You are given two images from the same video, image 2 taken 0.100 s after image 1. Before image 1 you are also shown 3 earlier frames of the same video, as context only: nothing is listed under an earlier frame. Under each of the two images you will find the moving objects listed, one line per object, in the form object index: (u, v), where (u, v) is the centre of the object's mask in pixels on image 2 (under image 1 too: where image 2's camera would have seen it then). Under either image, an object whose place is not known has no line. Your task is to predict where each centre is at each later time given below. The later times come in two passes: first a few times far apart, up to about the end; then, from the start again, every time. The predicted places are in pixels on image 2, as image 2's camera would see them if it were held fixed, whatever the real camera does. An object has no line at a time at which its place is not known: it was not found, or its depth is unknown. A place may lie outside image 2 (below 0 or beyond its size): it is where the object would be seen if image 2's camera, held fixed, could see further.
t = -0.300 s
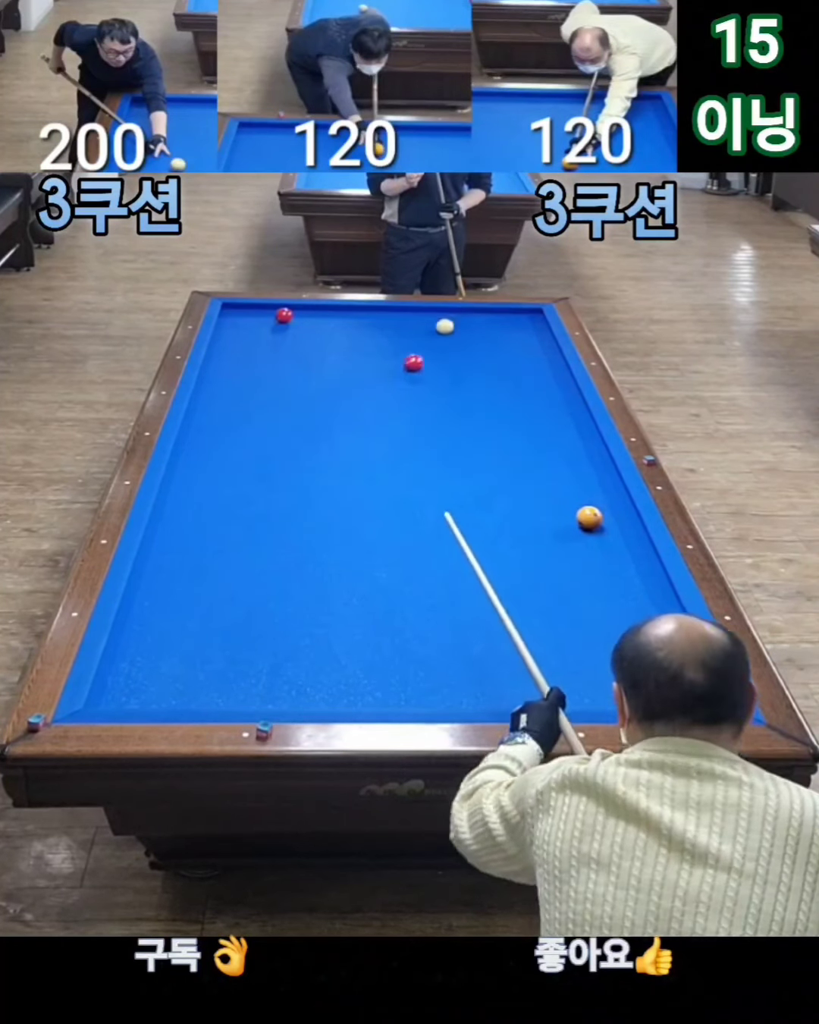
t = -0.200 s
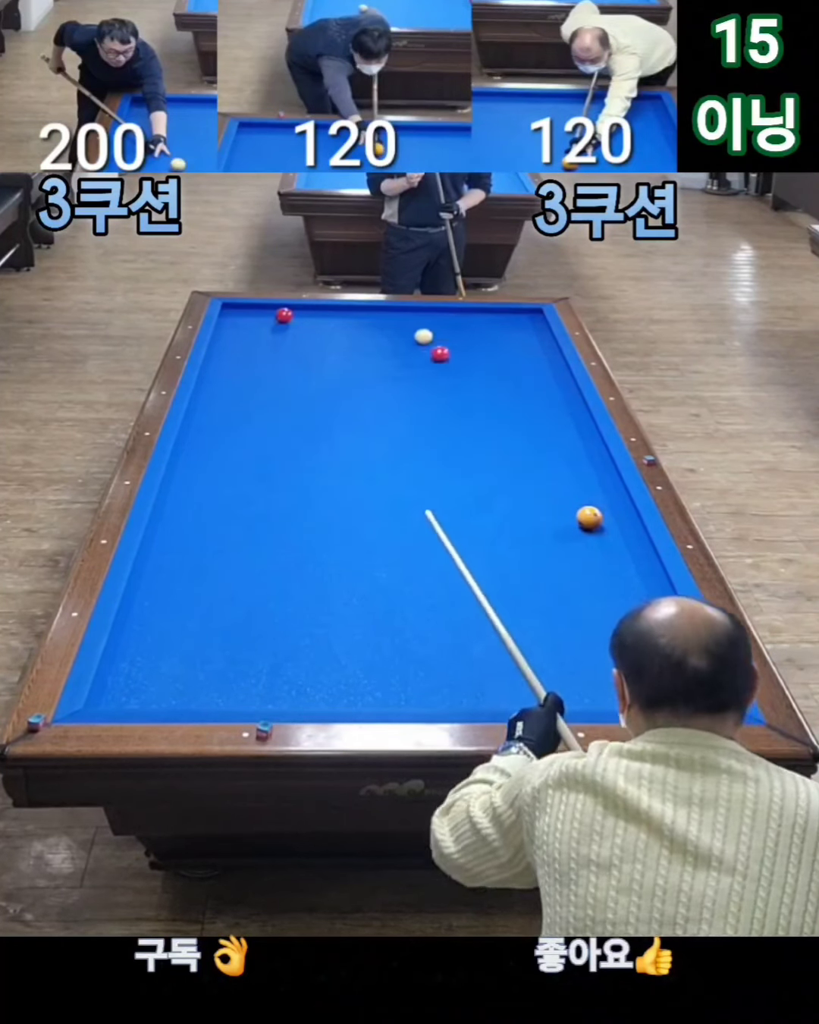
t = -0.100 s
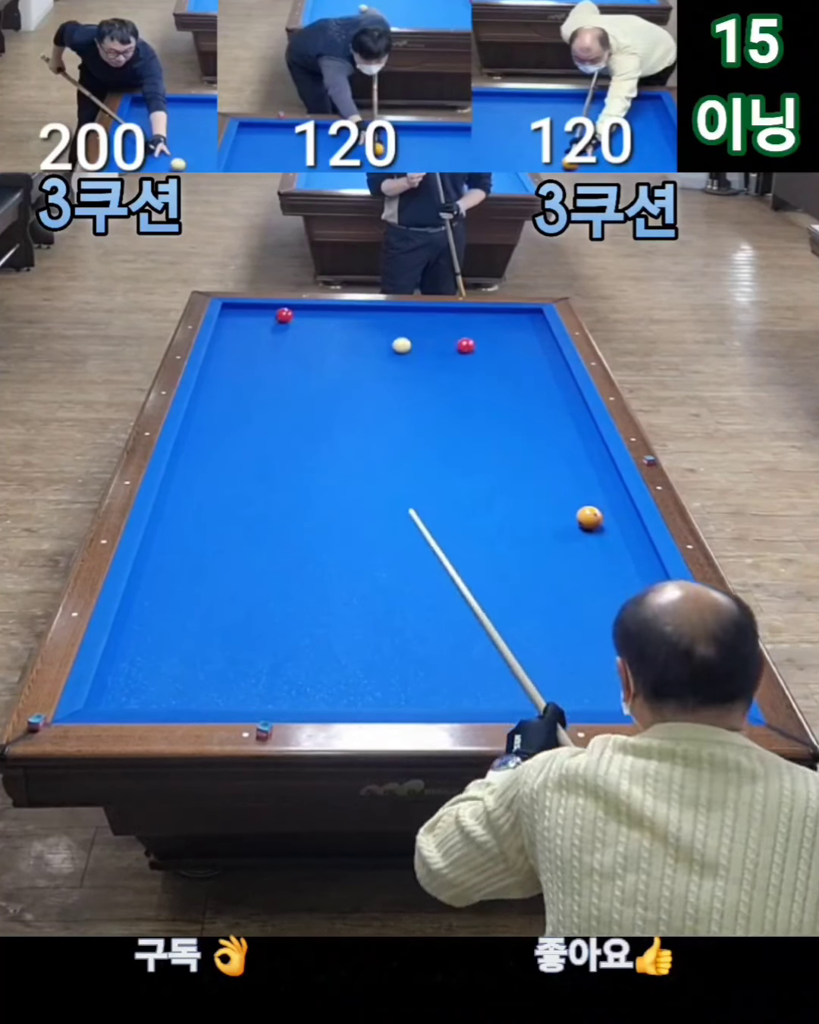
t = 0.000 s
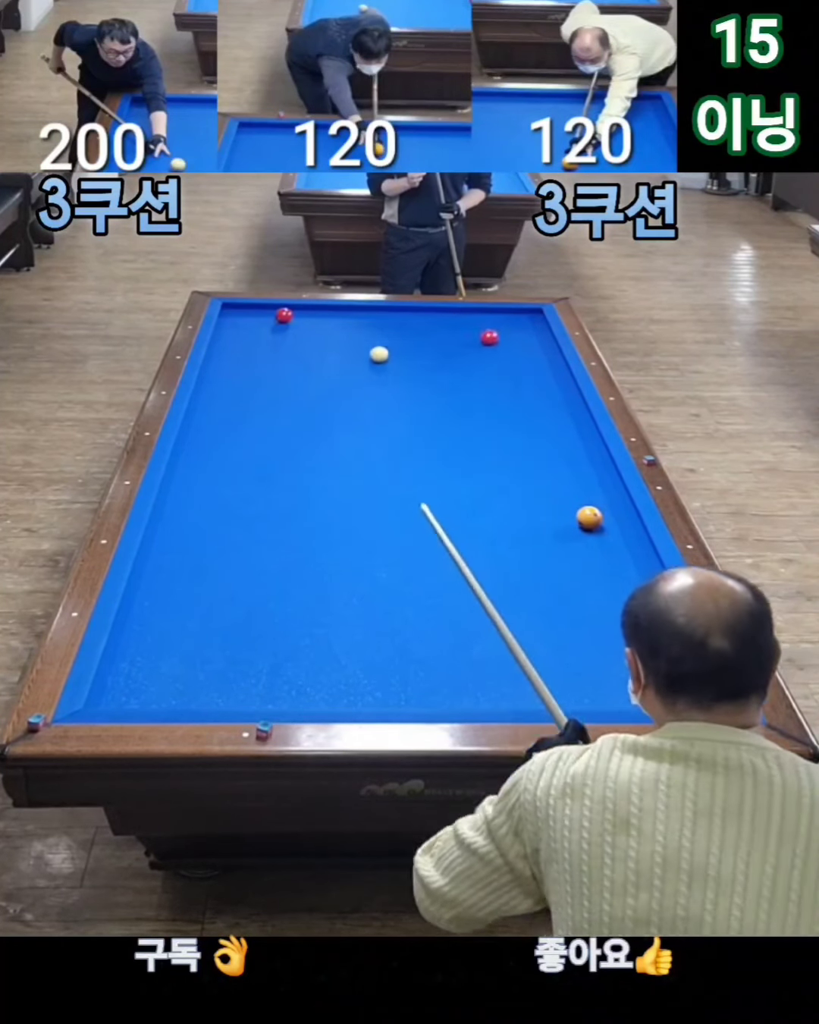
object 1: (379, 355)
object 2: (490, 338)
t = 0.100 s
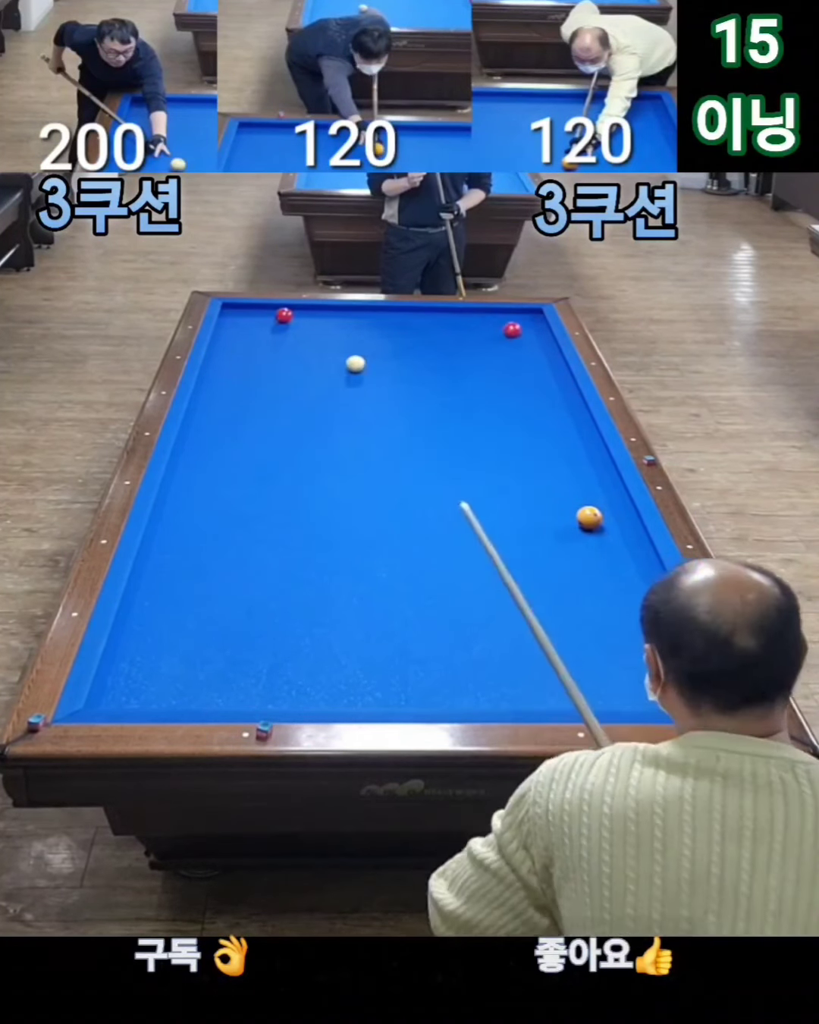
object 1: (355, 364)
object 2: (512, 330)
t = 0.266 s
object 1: (314, 381)
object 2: (533, 319)
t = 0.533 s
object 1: (240, 411)
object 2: (502, 314)
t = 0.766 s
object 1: (199, 439)
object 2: (490, 318)
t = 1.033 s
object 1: (231, 476)
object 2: (475, 324)
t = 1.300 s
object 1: (267, 517)
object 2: (461, 329)
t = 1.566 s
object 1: (307, 563)
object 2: (447, 334)
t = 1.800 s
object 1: (347, 610)
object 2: (434, 339)
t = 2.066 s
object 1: (399, 669)
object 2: (421, 343)
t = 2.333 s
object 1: (460, 687)
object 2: (407, 348)
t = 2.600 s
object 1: (517, 653)
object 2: (394, 352)
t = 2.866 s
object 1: (568, 625)
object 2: (380, 357)
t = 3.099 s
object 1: (609, 603)
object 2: (369, 361)
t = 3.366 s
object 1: (652, 580)
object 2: (357, 365)
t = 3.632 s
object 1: (623, 559)
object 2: (345, 369)
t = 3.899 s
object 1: (591, 541)
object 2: (334, 372)
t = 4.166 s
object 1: (560, 523)
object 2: (323, 376)
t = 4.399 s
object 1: (536, 510)
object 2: (314, 379)
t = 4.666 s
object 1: (510, 495)
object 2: (304, 382)
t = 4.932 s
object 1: (486, 482)
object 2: (296, 385)
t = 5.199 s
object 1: (464, 469)
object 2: (287, 388)
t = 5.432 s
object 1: (446, 459)
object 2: (280, 390)
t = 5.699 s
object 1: (427, 448)
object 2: (274, 393)
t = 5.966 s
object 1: (409, 438)
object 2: (268, 395)
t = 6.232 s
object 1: (392, 429)
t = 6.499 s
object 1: (377, 420)
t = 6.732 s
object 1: (365, 413)
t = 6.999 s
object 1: (352, 405)
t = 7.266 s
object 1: (339, 395)
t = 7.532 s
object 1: (329, 392)
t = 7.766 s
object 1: (320, 386)
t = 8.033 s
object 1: (310, 381)
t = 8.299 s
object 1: (302, 375)
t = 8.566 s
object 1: (293, 371)
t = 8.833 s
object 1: (286, 366)
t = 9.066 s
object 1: (281, 363)
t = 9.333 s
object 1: (275, 359)
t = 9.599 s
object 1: (270, 356)
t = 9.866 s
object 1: (266, 353)
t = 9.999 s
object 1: (264, 351)
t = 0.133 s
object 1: (347, 368)
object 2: (520, 327)
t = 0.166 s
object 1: (339, 371)
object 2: (527, 325)
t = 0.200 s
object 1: (331, 374)
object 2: (535, 323)
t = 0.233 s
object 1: (322, 378)
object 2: (539, 320)
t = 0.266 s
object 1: (314, 381)
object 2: (533, 319)
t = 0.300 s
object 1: (305, 385)
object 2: (526, 317)
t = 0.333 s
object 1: (296, 388)
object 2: (521, 316)
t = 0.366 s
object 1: (287, 392)
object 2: (516, 314)
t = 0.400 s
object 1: (278, 396)
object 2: (512, 313)
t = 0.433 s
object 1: (269, 399)
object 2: (508, 311)
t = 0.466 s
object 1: (259, 403)
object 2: (506, 312)
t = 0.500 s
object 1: (250, 407)
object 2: (504, 313)
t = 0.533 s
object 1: (240, 411)
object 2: (502, 314)
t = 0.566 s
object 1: (231, 415)
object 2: (501, 314)
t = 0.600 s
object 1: (220, 418)
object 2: (499, 315)
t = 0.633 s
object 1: (210, 423)
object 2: (497, 315)
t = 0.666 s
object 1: (200, 426)
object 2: (495, 316)
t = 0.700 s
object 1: (190, 431)
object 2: (493, 317)
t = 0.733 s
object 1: (194, 435)
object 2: (492, 318)
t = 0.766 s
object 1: (199, 439)
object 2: (490, 318)
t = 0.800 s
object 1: (203, 444)
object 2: (488, 319)
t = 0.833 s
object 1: (207, 448)
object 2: (486, 320)
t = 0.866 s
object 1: (211, 453)
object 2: (485, 321)
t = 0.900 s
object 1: (215, 457)
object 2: (483, 321)
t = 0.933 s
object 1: (219, 461)
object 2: (481, 322)
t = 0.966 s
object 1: (223, 466)
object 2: (479, 322)
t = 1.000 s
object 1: (227, 471)
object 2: (477, 323)
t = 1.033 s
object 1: (231, 476)
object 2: (475, 324)
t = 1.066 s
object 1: (235, 481)
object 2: (474, 324)
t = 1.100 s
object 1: (239, 486)
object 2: (472, 325)
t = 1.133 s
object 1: (244, 490)
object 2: (470, 326)
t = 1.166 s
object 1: (248, 496)
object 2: (469, 327)
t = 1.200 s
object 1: (253, 501)
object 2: (467, 327)
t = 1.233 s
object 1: (258, 506)
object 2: (465, 328)
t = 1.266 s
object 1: (262, 511)
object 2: (463, 328)
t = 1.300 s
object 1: (267, 517)
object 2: (461, 329)
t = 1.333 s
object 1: (271, 522)
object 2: (459, 330)
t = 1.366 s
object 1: (276, 528)
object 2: (458, 330)
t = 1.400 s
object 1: (281, 533)
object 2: (456, 331)
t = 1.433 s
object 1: (286, 539)
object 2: (454, 332)
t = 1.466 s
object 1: (291, 545)
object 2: (452, 332)
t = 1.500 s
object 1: (297, 551)
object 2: (451, 333)
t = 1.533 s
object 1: (302, 557)
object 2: (449, 333)
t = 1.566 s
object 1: (307, 563)
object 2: (447, 334)
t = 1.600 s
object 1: (312, 570)
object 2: (445, 335)
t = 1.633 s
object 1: (318, 576)
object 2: (443, 336)
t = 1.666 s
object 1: (324, 582)
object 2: (442, 336)
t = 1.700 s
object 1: (329, 589)
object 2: (440, 337)
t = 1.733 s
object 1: (335, 596)
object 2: (438, 337)
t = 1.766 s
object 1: (341, 603)
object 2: (436, 338)
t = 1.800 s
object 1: (347, 610)
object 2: (434, 339)
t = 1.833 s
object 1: (353, 617)
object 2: (433, 339)
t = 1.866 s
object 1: (359, 624)
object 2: (431, 339)
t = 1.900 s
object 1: (365, 631)
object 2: (429, 340)
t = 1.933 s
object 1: (372, 639)
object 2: (428, 341)
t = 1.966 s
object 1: (379, 646)
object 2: (426, 342)
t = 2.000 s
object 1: (385, 654)
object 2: (424, 342)
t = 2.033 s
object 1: (392, 661)
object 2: (422, 343)
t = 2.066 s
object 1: (399, 669)
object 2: (421, 343)
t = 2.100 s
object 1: (406, 677)
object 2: (419, 344)
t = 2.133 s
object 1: (413, 686)
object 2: (417, 345)
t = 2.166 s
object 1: (421, 691)
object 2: (415, 345)
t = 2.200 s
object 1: (428, 696)
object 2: (414, 346)
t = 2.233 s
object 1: (436, 695)
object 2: (412, 346)
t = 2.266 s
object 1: (444, 692)
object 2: (410, 347)
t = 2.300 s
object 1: (452, 689)
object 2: (409, 347)
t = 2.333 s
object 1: (460, 687)
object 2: (407, 348)
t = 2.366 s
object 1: (467, 679)
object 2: (405, 348)
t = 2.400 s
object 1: (474, 676)
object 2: (403, 349)
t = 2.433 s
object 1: (482, 672)
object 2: (402, 350)
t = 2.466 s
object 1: (489, 668)
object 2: (400, 350)
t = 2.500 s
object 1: (496, 664)
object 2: (398, 351)
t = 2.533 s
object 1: (503, 660)
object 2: (397, 352)
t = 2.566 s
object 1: (510, 656)
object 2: (395, 352)
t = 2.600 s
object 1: (517, 653)
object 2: (394, 352)
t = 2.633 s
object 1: (523, 649)
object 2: (392, 353)
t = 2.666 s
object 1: (530, 646)
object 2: (390, 354)
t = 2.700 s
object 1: (537, 642)
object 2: (389, 354)
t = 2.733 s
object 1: (543, 638)
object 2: (387, 355)
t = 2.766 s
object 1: (549, 635)
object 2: (385, 355)
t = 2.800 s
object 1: (556, 631)
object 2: (384, 356)
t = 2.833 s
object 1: (562, 628)
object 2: (382, 356)
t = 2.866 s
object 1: (568, 625)
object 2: (380, 357)
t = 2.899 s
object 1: (574, 622)
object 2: (379, 357)
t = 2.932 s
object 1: (580, 618)
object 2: (377, 358)
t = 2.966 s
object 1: (586, 615)
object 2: (376, 359)
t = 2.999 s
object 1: (592, 612)
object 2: (374, 359)
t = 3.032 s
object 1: (598, 609)
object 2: (373, 359)
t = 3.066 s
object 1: (604, 606)
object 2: (371, 360)
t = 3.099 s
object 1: (609, 603)
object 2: (369, 361)
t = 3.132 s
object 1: (615, 600)
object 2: (368, 361)
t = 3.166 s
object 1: (620, 597)
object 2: (366, 362)
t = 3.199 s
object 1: (626, 594)
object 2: (365, 362)
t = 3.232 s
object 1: (631, 591)
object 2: (363, 363)
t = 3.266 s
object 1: (636, 588)
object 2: (362, 363)
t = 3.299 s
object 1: (642, 585)
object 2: (360, 364)
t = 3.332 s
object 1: (647, 582)
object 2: (359, 364)
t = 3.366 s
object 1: (652, 580)
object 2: (357, 365)
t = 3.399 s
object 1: (654, 577)
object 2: (356, 365)
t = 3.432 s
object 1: (650, 574)
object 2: (354, 366)
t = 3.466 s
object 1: (645, 571)
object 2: (353, 366)
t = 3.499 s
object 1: (640, 569)
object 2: (351, 367)
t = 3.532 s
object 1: (636, 566)
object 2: (350, 367)
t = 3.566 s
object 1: (631, 564)
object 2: (348, 368)
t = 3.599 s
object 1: (627, 561)
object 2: (347, 368)
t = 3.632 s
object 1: (623, 559)
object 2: (345, 369)
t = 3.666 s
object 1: (619, 557)
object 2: (344, 369)
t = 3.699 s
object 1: (614, 554)
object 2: (342, 370)
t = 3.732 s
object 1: (610, 552)
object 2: (341, 370)
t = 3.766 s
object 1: (606, 550)
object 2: (340, 370)
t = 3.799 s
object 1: (602, 548)
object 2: (338, 371)
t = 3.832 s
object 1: (598, 545)
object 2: (337, 371)
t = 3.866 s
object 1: (594, 543)
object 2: (335, 372)
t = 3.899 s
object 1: (591, 541)
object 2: (334, 372)
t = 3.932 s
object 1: (586, 539)
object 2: (333, 373)
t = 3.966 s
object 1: (582, 537)
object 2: (331, 373)
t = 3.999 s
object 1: (578, 535)
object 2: (330, 374)
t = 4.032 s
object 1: (574, 532)
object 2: (329, 374)
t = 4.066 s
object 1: (571, 530)
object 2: (327, 374)
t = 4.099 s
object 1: (567, 528)
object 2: (326, 375)
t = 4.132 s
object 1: (564, 525)
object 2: (324, 375)
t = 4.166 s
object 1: (560, 523)
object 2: (323, 376)
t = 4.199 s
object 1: (556, 522)
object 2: (322, 376)
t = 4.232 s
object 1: (553, 520)
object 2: (320, 377)
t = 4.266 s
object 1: (550, 518)
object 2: (319, 377)
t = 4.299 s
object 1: (546, 516)
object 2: (318, 378)
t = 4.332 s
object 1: (542, 514)
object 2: (317, 378)
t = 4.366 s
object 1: (539, 512)
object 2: (315, 379)
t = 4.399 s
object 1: (536, 510)
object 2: (314, 379)
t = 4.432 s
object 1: (532, 508)
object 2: (313, 379)
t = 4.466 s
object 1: (529, 506)
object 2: (312, 380)
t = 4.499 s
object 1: (526, 504)
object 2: (311, 380)
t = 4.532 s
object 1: (522, 502)
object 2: (309, 381)
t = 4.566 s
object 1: (519, 501)
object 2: (308, 381)
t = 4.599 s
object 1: (516, 499)
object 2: (307, 381)
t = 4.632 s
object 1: (513, 497)
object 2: (306, 382)
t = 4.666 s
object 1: (510, 495)
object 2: (304, 382)
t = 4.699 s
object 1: (507, 494)
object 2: (303, 383)
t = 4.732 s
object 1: (504, 492)
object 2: (302, 383)
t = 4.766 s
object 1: (501, 490)
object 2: (301, 383)
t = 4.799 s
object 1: (498, 488)
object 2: (300, 384)
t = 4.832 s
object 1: (495, 487)
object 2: (299, 384)
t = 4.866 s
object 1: (492, 485)
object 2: (298, 384)
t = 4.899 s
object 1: (489, 483)
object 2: (297, 385)
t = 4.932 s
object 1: (486, 482)
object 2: (296, 385)
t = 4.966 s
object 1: (483, 480)
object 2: (294, 385)
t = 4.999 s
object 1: (480, 479)
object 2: (293, 386)
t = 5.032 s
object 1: (477, 477)
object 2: (292, 386)
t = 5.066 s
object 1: (475, 475)
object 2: (291, 387)
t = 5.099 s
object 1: (472, 474)
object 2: (290, 387)
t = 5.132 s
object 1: (469, 472)
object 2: (289, 387)
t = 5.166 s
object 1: (466, 471)
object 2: (288, 387)
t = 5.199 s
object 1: (464, 469)
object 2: (287, 388)
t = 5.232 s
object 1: (461, 468)
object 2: (286, 388)
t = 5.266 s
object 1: (458, 466)
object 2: (285, 389)
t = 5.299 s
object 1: (456, 465)
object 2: (284, 389)
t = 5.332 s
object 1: (454, 464)
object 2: (283, 389)
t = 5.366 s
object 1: (451, 462)
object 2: (282, 389)
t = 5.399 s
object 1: (448, 461)
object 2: (282, 390)
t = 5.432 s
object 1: (446, 459)
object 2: (280, 390)
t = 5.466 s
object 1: (443, 458)
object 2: (280, 390)
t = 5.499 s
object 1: (441, 456)
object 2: (279, 391)
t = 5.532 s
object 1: (438, 455)
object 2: (278, 391)
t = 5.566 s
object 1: (436, 454)
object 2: (277, 391)
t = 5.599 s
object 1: (433, 452)
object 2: (276, 392)
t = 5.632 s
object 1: (431, 451)
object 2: (275, 392)
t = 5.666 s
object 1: (429, 450)
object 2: (274, 392)
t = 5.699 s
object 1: (427, 448)
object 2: (274, 393)
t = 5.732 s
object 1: (424, 447)
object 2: (273, 393)
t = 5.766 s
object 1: (422, 446)
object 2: (272, 393)
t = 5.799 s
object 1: (420, 444)
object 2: (271, 393)
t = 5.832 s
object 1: (417, 443)
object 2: (271, 394)
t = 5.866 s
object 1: (415, 442)
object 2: (270, 394)
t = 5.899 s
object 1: (413, 440)
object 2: (269, 394)
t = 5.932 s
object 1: (411, 439)
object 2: (269, 394)
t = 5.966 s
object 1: (409, 438)
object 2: (268, 395)
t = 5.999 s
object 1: (406, 437)
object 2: (267, 395)
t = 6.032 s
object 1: (405, 436)
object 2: (267, 395)
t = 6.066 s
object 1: (402, 435)
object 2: (266, 395)
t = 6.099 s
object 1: (400, 433)
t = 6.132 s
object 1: (398, 432)
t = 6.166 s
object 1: (396, 431)
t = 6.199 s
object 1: (394, 430)
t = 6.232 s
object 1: (392, 429)
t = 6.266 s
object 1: (390, 428)
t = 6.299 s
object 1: (388, 427)
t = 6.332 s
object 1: (386, 426)
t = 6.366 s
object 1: (384, 424)
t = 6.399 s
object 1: (382, 423)
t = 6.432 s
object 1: (381, 422)
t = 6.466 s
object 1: (379, 421)
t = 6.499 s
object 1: (377, 420)
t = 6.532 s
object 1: (375, 419)
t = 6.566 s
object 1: (373, 418)
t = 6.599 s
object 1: (371, 417)
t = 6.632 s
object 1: (370, 416)
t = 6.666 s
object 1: (368, 415)
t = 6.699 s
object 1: (366, 414)
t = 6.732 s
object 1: (365, 413)
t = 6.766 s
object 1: (363, 412)
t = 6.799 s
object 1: (361, 411)
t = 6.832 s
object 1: (360, 410)
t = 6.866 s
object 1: (358, 409)
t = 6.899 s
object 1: (356, 408)
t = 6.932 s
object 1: (355, 407)
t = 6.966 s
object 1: (353, 406)
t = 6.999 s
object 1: (352, 405)
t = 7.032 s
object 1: (353, 403)
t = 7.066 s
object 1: (353, 399)
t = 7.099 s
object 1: (352, 396)
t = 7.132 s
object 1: (350, 394)
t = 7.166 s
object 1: (346, 392)
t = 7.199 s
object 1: (344, 393)
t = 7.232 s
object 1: (342, 394)
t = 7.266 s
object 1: (339, 395)
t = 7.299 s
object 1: (338, 396)
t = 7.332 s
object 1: (337, 396)
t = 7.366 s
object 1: (336, 396)
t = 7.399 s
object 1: (334, 395)
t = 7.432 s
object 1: (333, 394)
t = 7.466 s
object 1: (332, 393)
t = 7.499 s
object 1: (330, 392)
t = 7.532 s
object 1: (329, 392)
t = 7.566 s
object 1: (327, 391)
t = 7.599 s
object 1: (326, 390)
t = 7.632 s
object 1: (325, 389)
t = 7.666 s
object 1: (324, 389)
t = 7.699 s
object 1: (323, 388)
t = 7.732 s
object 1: (321, 387)
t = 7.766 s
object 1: (320, 386)
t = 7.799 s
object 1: (319, 386)
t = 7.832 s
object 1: (317, 385)
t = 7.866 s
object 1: (316, 384)
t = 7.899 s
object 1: (315, 384)
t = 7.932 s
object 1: (314, 383)
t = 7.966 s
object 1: (313, 382)
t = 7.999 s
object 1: (311, 381)
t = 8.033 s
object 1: (310, 381)
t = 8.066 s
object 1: (309, 380)
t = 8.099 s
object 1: (308, 379)
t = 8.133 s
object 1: (307, 379)
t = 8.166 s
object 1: (306, 378)
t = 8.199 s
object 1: (305, 377)
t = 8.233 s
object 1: (304, 377)
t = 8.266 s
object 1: (303, 376)
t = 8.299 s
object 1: (302, 375)
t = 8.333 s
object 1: (301, 375)
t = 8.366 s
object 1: (300, 374)
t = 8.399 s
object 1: (299, 374)
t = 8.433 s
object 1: (298, 373)
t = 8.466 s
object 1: (297, 372)
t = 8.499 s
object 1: (296, 372)
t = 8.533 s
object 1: (295, 371)
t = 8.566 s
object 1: (293, 371)
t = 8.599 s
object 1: (293, 370)
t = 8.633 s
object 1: (292, 370)
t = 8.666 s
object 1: (291, 369)
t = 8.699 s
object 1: (290, 368)
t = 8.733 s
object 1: (289, 368)
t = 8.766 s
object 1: (288, 367)
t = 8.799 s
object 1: (287, 367)
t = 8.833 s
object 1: (286, 366)
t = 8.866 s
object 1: (286, 366)
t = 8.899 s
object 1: (285, 365)
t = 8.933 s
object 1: (284, 365)
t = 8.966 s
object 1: (283, 364)
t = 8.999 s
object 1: (282, 364)
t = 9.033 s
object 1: (282, 363)
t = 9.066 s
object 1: (281, 363)
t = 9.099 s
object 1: (280, 362)
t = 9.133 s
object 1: (279, 362)
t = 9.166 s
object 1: (279, 361)
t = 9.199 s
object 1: (278, 361)
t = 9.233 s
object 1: (277, 360)
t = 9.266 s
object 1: (277, 360)
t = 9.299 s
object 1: (276, 359)
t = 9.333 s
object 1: (275, 359)
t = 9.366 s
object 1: (275, 359)
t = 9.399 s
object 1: (274, 358)
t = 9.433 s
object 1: (273, 358)
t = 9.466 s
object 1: (273, 357)
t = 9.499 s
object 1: (272, 357)
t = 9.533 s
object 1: (271, 356)
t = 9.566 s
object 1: (271, 356)
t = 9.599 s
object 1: (270, 356)
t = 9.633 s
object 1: (270, 355)
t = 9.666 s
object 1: (269, 355)
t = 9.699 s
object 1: (268, 355)
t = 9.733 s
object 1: (268, 354)
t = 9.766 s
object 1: (267, 354)
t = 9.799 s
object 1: (267, 353)
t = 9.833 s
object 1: (266, 353)
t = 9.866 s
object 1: (266, 353)
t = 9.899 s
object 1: (265, 352)
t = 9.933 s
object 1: (265, 352)
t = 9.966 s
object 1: (264, 352)
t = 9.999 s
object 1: (264, 351)
